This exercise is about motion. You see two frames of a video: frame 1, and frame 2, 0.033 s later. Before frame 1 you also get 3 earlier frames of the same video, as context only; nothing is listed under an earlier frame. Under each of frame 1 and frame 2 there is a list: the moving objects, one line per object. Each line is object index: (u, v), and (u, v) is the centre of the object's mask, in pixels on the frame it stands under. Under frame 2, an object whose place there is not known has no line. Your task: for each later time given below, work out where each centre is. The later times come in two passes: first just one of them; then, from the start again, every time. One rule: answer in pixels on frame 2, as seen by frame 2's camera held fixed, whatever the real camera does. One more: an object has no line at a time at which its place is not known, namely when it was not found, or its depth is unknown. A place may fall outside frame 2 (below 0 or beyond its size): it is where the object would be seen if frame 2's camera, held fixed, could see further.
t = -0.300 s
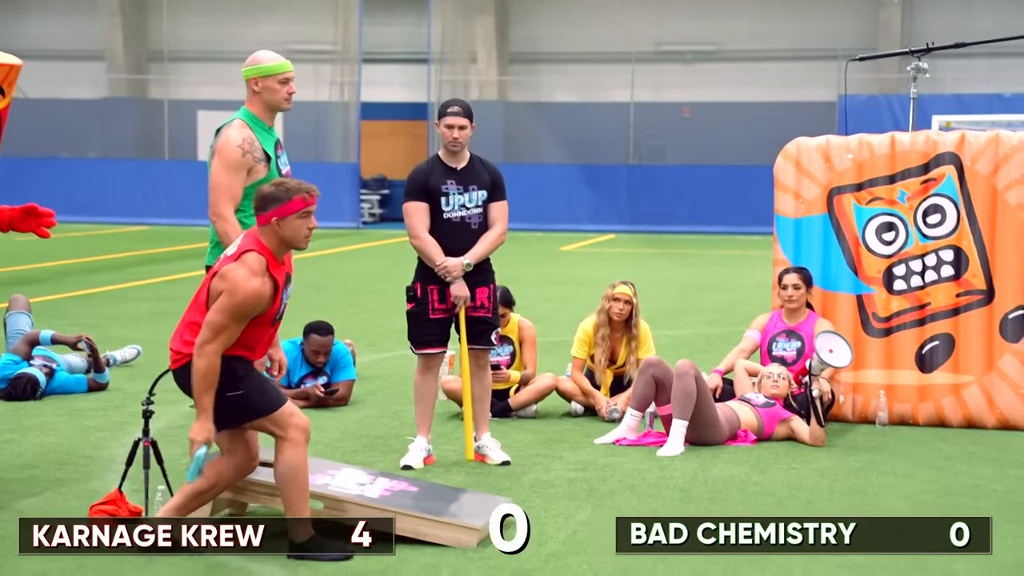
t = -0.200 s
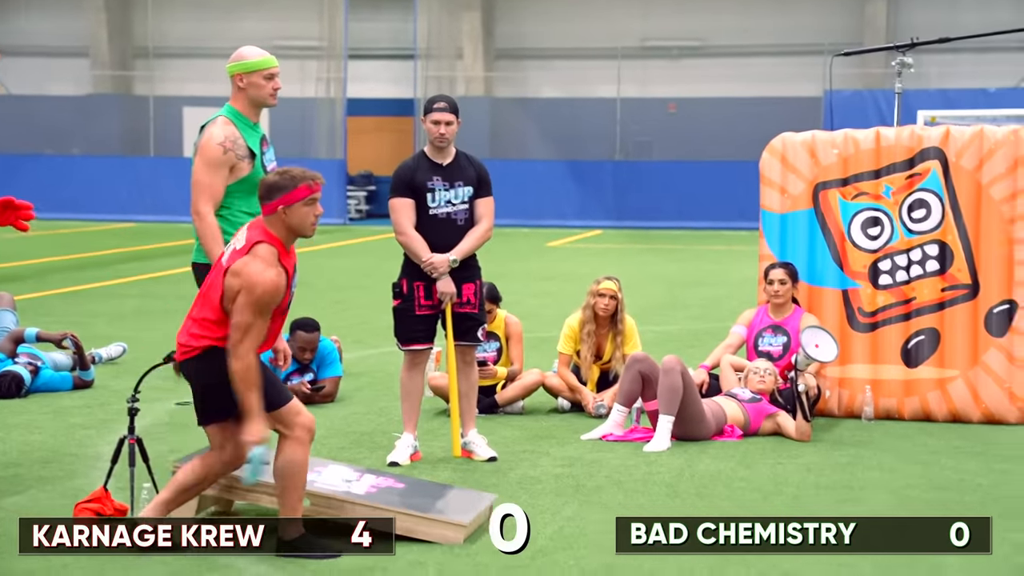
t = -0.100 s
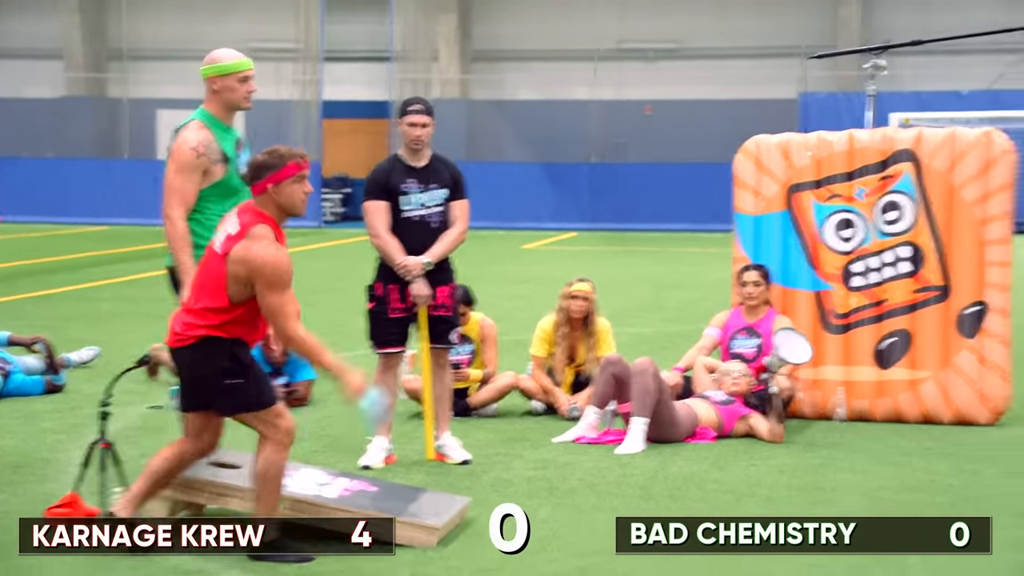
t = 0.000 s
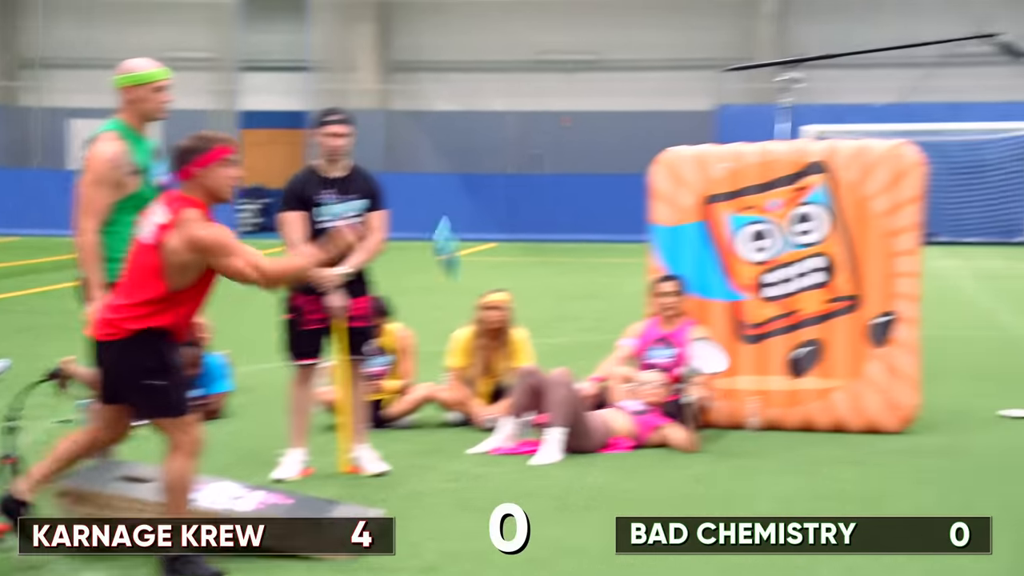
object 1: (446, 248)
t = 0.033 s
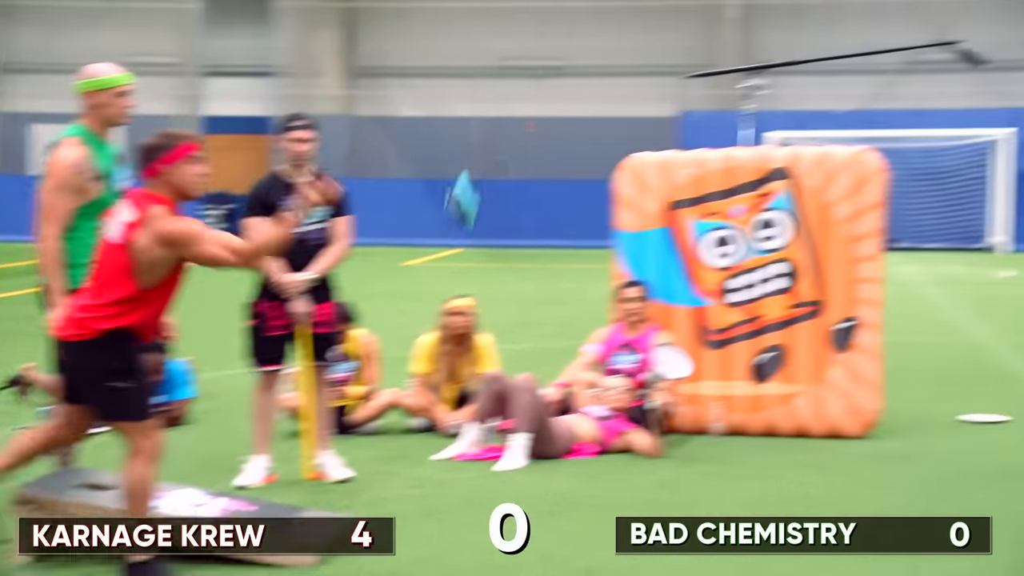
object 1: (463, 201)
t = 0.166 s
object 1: (656, 11)
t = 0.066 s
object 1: (510, 149)
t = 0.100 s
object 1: (559, 100)
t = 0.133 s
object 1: (608, 55)
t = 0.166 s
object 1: (656, 11)
